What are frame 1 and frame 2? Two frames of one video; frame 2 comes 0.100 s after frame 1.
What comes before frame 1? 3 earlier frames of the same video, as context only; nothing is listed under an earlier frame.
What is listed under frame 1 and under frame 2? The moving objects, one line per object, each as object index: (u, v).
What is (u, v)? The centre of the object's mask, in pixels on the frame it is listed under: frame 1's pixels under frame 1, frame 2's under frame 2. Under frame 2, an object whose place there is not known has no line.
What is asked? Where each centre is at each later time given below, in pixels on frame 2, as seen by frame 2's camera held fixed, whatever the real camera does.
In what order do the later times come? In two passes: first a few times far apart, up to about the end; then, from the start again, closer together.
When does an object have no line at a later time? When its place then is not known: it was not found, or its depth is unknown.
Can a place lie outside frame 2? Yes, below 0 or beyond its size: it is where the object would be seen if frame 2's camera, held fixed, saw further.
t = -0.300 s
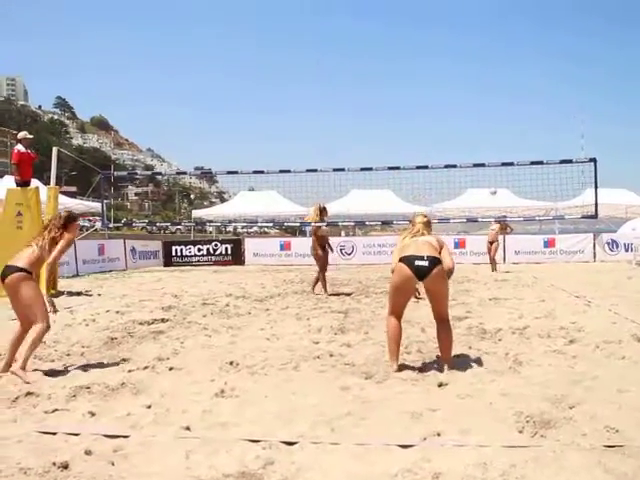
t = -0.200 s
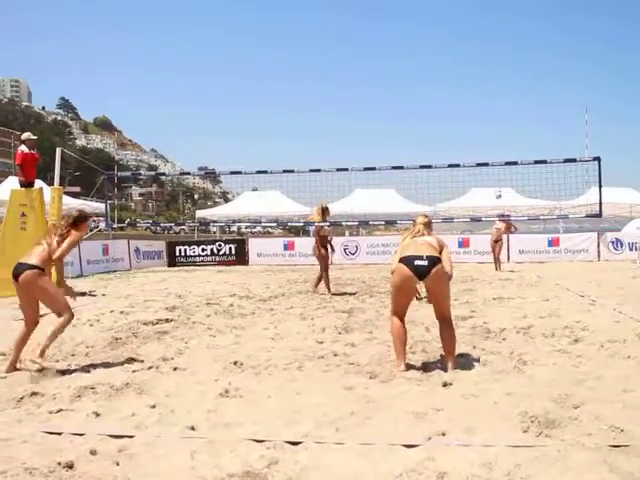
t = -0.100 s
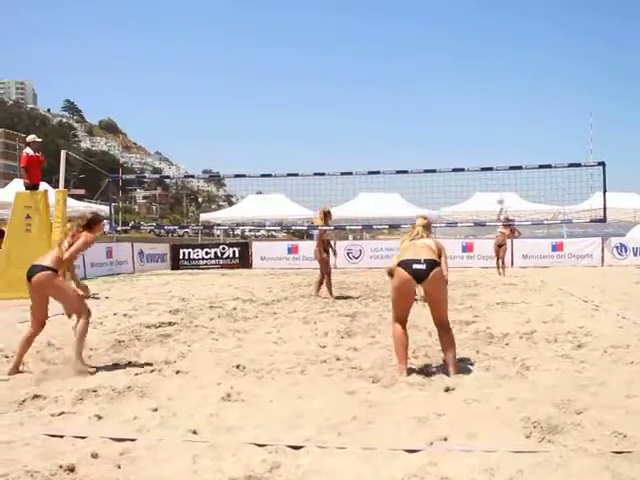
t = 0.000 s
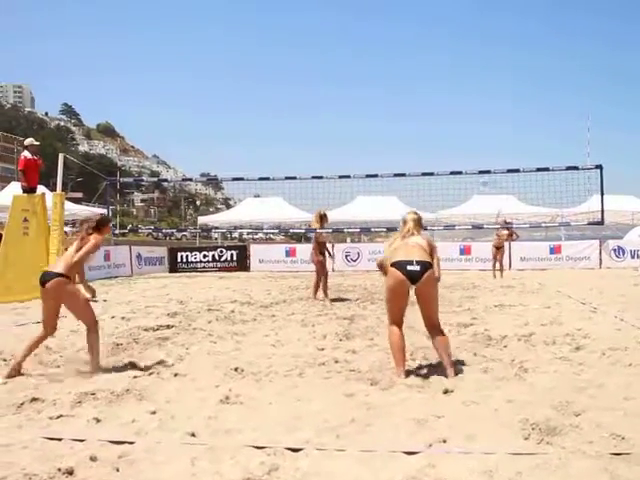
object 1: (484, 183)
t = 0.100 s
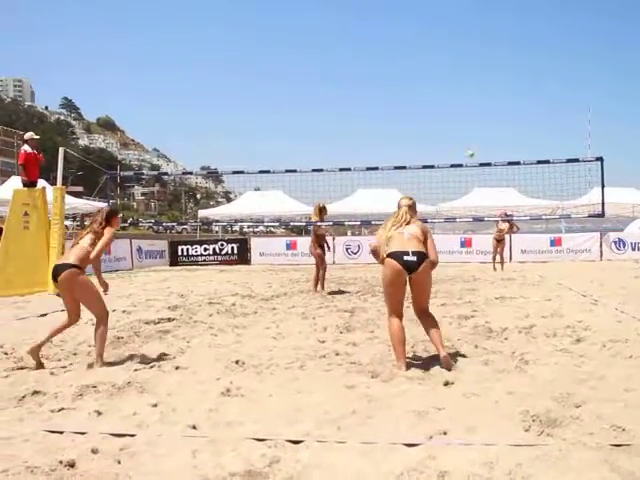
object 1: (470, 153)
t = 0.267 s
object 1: (443, 124)
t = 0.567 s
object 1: (384, 93)
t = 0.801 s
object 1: (327, 93)
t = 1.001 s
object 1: (271, 122)
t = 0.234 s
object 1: (450, 129)
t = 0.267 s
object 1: (443, 124)
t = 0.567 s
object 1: (384, 93)
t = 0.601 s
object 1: (377, 92)
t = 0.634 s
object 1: (370, 90)
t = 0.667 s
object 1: (363, 90)
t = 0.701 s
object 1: (355, 89)
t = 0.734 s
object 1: (345, 90)
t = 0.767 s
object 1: (337, 92)
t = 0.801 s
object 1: (327, 93)
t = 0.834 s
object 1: (318, 96)
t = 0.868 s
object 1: (309, 99)
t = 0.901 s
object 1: (299, 104)
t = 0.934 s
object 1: (290, 110)
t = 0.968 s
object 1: (281, 115)
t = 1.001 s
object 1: (271, 122)
